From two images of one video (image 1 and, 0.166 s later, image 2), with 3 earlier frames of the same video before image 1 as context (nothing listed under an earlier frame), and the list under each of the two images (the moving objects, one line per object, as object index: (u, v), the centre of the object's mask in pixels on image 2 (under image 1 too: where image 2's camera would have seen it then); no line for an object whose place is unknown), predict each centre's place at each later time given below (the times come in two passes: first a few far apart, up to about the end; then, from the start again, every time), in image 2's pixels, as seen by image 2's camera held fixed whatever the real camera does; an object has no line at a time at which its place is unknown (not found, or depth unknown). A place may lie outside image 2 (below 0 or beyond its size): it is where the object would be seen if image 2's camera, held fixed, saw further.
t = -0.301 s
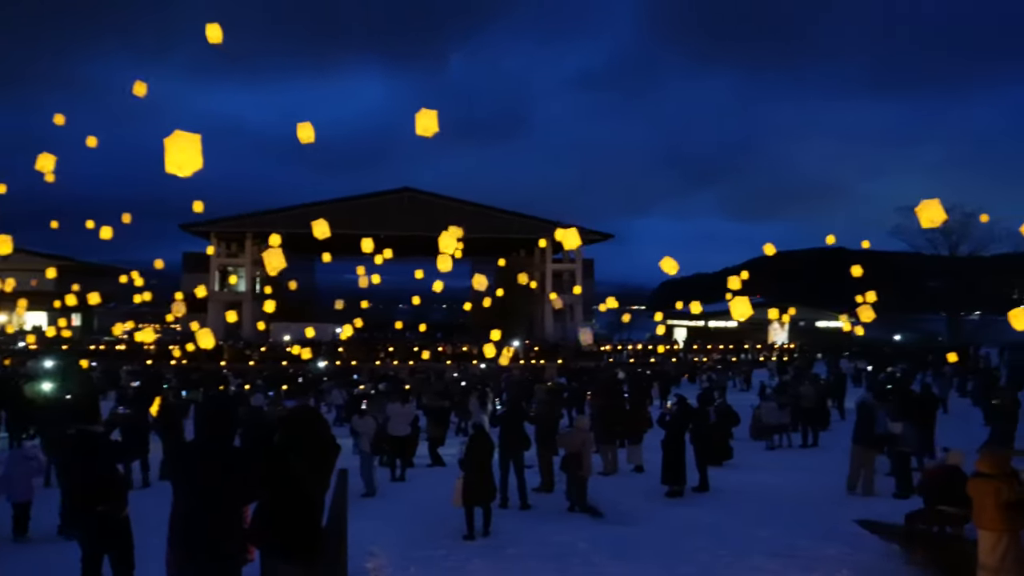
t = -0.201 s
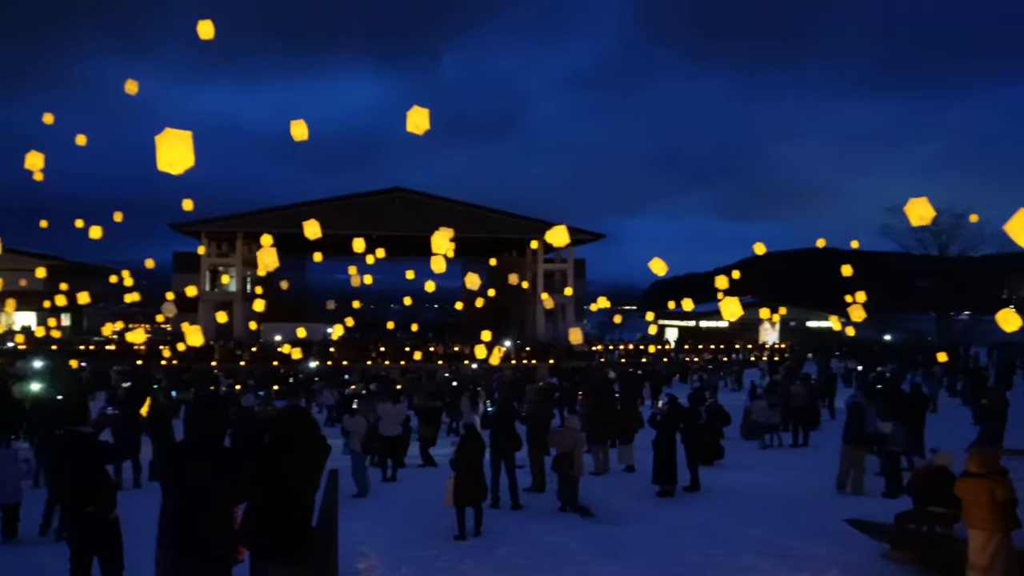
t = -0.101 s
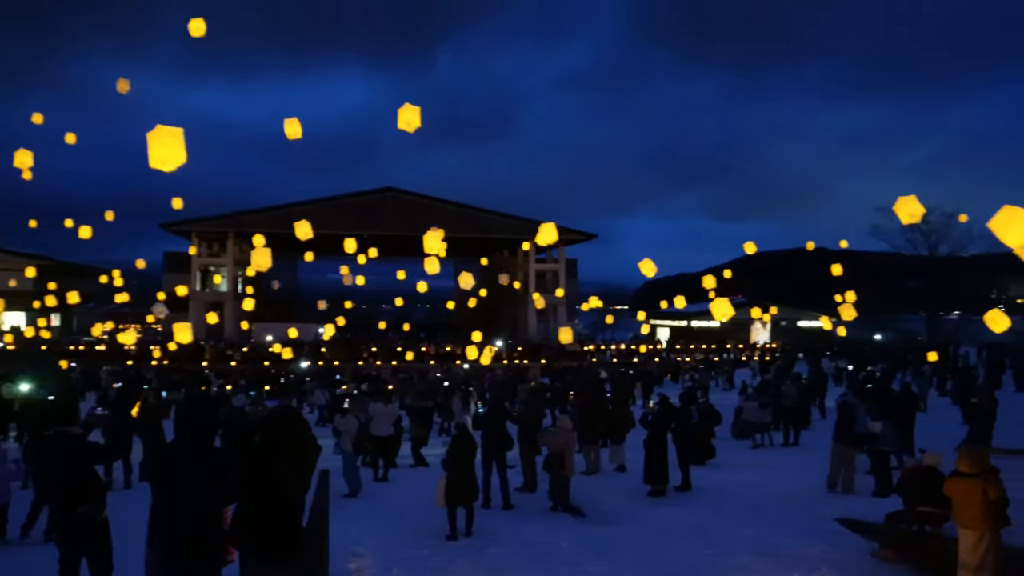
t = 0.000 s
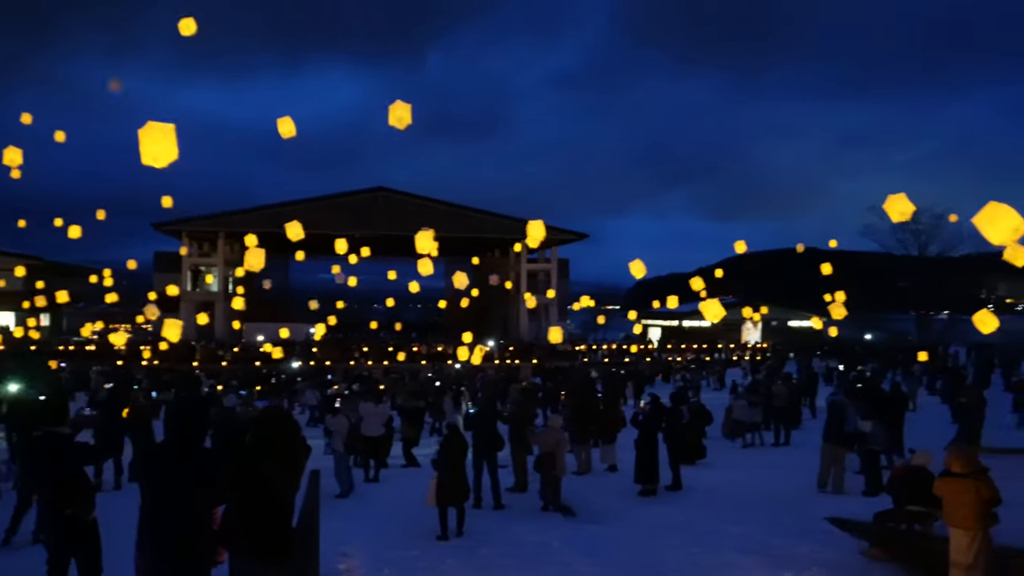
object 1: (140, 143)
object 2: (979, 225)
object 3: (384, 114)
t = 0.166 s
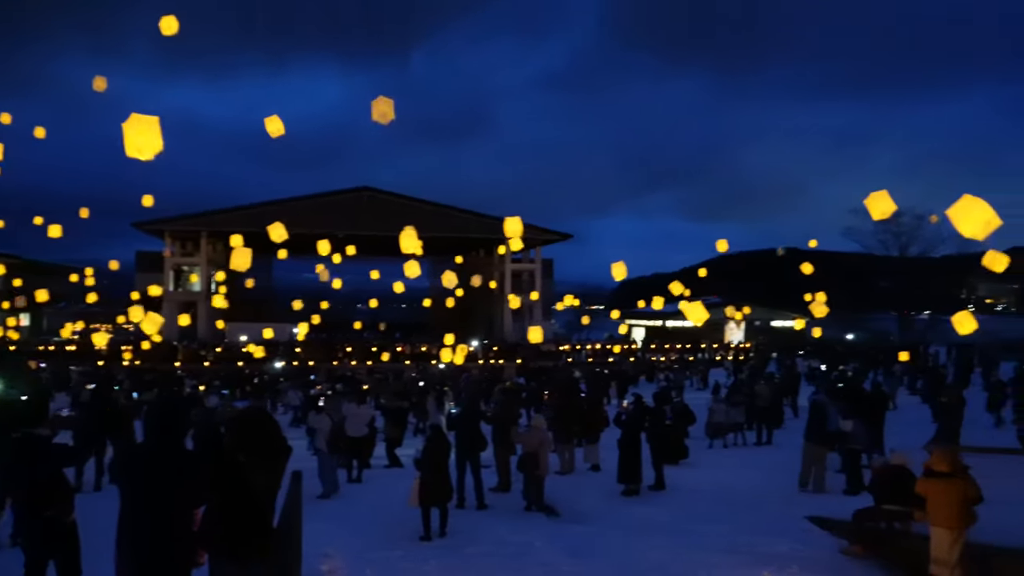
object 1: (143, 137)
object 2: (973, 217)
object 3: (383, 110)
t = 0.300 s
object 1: (145, 132)
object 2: (968, 209)
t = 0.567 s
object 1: (151, 137)
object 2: (961, 192)
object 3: (382, 100)
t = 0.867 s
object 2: (963, 175)
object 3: (386, 97)
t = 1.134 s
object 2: (971, 163)
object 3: (390, 97)
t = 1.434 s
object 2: (987, 156)
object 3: (394, 102)
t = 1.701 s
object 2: (1004, 153)
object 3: (395, 105)
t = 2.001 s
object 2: (1014, 150)
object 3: (393, 108)
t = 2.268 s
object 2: (1015, 142)
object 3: (388, 110)
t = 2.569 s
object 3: (379, 116)
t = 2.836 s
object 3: (369, 122)
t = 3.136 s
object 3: (356, 131)
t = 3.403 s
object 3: (345, 141)
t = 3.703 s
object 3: (335, 157)
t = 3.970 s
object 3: (330, 168)
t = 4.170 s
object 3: (329, 178)
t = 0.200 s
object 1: (143, 136)
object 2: (972, 216)
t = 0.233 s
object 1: (144, 134)
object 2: (971, 214)
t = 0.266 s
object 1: (144, 133)
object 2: (970, 212)
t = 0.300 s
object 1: (145, 132)
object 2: (968, 209)
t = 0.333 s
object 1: (145, 132)
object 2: (967, 207)
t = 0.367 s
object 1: (146, 133)
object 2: (966, 205)
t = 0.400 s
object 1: (147, 133)
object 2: (965, 203)
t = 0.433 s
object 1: (148, 134)
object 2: (964, 201)
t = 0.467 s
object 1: (149, 135)
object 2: (963, 198)
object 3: (382, 103)
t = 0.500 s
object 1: (149, 136)
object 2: (962, 196)
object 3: (382, 102)
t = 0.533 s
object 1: (150, 136)
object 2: (961, 194)
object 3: (382, 101)
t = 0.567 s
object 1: (151, 137)
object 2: (961, 192)
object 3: (382, 100)
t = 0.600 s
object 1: (152, 137)
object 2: (960, 189)
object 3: (383, 100)
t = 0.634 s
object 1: (152, 137)
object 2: (960, 187)
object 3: (383, 100)
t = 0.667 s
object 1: (153, 138)
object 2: (960, 185)
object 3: (383, 99)
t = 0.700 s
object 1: (153, 138)
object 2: (960, 184)
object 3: (384, 99)
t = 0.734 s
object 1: (154, 138)
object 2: (960, 182)
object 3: (384, 98)
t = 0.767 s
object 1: (154, 138)
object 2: (961, 180)
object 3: (385, 98)
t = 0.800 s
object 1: (154, 138)
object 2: (961, 178)
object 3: (385, 97)
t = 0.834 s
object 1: (155, 137)
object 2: (962, 177)
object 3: (385, 97)
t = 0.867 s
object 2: (963, 175)
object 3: (386, 97)
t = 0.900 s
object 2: (963, 173)
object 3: (386, 97)
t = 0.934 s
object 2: (964, 171)
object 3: (387, 97)
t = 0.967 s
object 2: (965, 170)
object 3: (388, 97)
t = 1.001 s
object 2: (966, 168)
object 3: (388, 97)
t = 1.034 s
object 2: (967, 167)
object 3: (388, 97)
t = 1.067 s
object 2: (969, 166)
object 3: (389, 97)
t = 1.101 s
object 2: (970, 164)
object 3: (389, 97)
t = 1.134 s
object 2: (971, 163)
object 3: (390, 97)
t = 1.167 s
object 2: (973, 162)
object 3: (390, 98)
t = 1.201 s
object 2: (974, 161)
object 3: (391, 98)
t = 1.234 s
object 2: (976, 160)
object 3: (391, 99)
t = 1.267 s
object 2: (978, 159)
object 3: (392, 99)
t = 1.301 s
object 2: (979, 158)
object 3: (392, 100)
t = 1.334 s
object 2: (981, 158)
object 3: (392, 100)
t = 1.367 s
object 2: (983, 157)
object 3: (393, 101)
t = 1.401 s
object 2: (985, 156)
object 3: (393, 101)
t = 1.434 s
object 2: (987, 156)
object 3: (394, 102)
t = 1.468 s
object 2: (989, 155)
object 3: (394, 102)
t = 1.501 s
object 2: (991, 155)
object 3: (394, 103)
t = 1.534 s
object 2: (993, 155)
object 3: (395, 103)
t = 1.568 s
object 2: (996, 154)
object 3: (395, 104)
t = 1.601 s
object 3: (395, 104)
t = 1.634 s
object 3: (395, 104)
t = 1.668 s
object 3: (395, 105)
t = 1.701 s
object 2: (1004, 153)
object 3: (395, 105)
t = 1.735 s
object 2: (1006, 153)
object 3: (395, 106)
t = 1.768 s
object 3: (395, 106)
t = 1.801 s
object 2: (1009, 152)
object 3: (395, 106)
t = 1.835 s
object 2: (1010, 152)
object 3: (395, 107)
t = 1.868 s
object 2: (1011, 152)
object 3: (394, 107)
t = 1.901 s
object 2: (1012, 152)
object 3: (394, 107)
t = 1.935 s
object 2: (1013, 151)
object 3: (394, 107)
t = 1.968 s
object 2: (1013, 151)
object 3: (394, 107)
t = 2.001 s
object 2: (1014, 150)
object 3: (393, 108)
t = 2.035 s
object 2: (1014, 149)
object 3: (393, 108)
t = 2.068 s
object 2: (1015, 149)
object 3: (392, 108)
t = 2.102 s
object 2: (1015, 148)
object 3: (391, 109)
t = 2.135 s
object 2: (1015, 147)
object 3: (391, 109)
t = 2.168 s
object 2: (1015, 145)
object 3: (391, 109)
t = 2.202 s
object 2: (1015, 144)
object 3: (390, 109)
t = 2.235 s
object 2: (1015, 143)
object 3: (389, 110)
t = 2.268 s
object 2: (1015, 142)
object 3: (388, 110)
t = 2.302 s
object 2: (1015, 140)
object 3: (387, 110)
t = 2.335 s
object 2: (1016, 139)
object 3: (386, 111)
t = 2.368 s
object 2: (1016, 137)
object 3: (385, 112)
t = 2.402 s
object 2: (1016, 136)
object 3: (385, 112)
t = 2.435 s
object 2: (1017, 134)
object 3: (384, 113)
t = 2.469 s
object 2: (1017, 132)
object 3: (382, 114)
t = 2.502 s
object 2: (1017, 130)
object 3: (381, 114)
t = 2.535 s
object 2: (1018, 129)
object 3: (380, 115)
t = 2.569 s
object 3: (379, 116)
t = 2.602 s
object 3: (378, 117)
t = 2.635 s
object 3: (377, 117)
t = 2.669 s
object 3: (376, 118)
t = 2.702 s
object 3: (374, 119)
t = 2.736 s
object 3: (373, 120)
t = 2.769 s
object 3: (372, 120)
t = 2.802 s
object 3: (371, 121)
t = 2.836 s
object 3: (369, 122)
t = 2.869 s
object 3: (368, 123)
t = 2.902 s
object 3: (366, 124)
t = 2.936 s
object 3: (365, 124)
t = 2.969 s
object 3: (364, 125)
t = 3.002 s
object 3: (362, 126)
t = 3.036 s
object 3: (361, 127)
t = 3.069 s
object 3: (359, 129)
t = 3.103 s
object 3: (358, 130)
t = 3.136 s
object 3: (356, 131)
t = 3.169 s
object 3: (355, 132)
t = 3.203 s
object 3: (354, 133)
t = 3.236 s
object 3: (352, 134)
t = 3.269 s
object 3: (351, 136)
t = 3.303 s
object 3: (349, 137)
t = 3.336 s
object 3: (348, 138)
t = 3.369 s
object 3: (347, 140)
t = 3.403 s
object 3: (345, 141)
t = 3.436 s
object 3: (344, 143)
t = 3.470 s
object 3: (343, 144)
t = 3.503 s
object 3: (342, 146)
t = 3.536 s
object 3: (340, 148)
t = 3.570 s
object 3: (339, 150)
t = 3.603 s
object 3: (338, 152)
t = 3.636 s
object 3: (337, 153)
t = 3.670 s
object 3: (336, 155)
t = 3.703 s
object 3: (335, 157)
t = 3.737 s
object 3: (334, 158)
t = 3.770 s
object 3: (334, 160)
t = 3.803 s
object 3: (333, 161)
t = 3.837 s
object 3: (332, 163)
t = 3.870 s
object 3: (332, 164)
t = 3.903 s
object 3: (331, 166)
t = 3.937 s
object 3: (331, 167)
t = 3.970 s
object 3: (330, 168)
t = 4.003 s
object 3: (330, 170)
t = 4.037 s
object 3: (329, 171)
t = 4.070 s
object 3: (329, 173)
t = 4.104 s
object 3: (329, 175)
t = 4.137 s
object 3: (329, 176)
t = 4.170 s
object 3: (329, 178)
